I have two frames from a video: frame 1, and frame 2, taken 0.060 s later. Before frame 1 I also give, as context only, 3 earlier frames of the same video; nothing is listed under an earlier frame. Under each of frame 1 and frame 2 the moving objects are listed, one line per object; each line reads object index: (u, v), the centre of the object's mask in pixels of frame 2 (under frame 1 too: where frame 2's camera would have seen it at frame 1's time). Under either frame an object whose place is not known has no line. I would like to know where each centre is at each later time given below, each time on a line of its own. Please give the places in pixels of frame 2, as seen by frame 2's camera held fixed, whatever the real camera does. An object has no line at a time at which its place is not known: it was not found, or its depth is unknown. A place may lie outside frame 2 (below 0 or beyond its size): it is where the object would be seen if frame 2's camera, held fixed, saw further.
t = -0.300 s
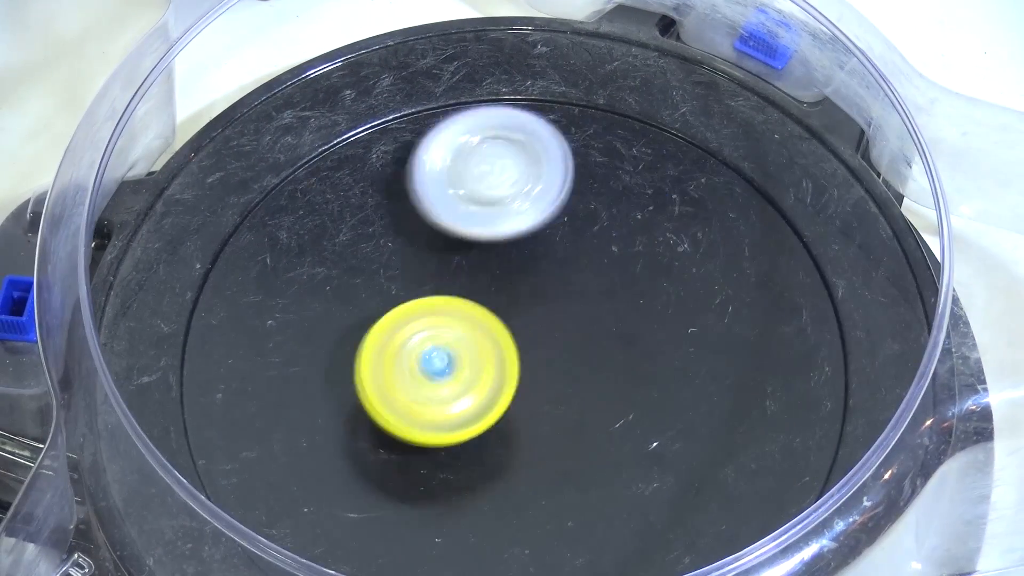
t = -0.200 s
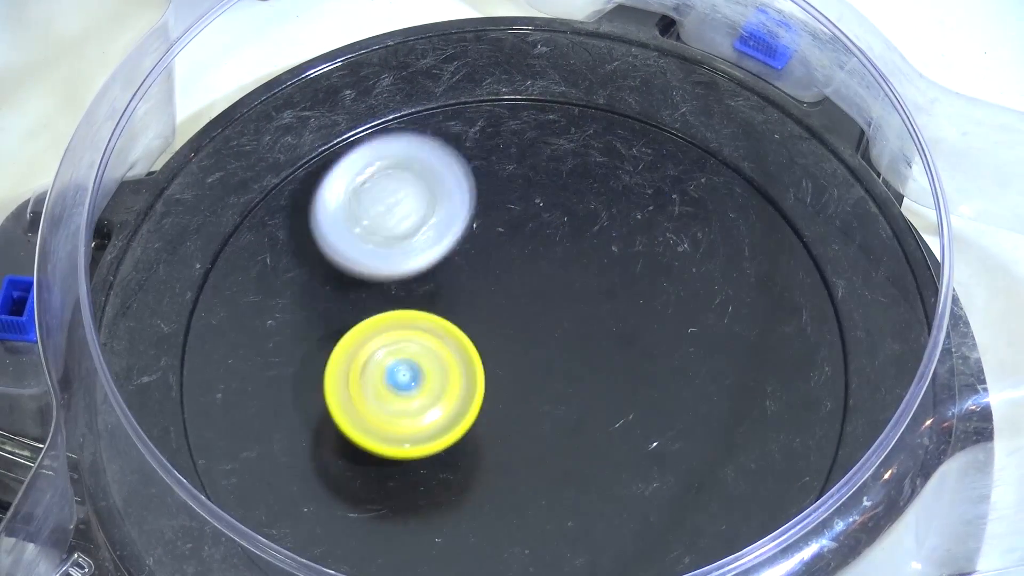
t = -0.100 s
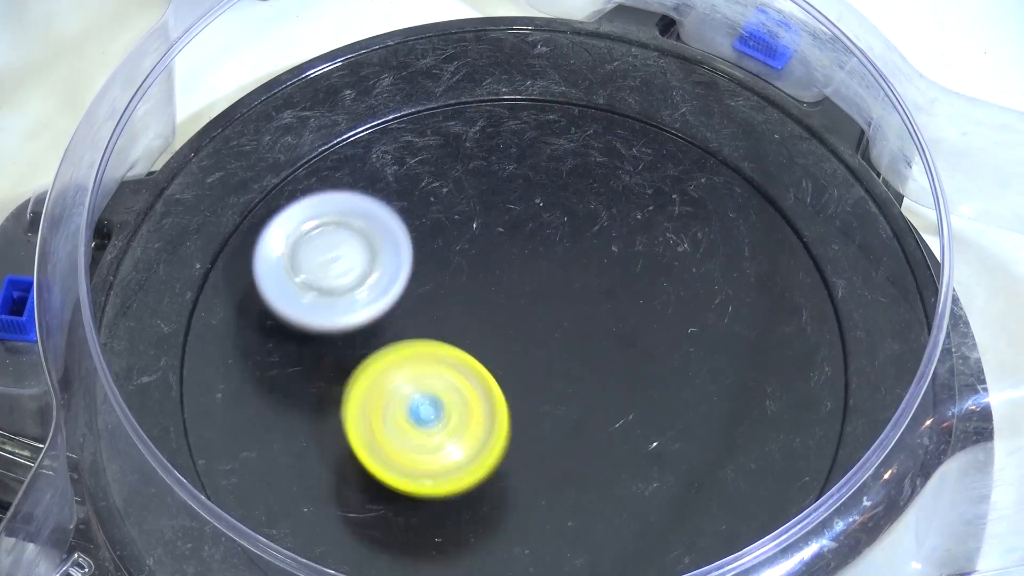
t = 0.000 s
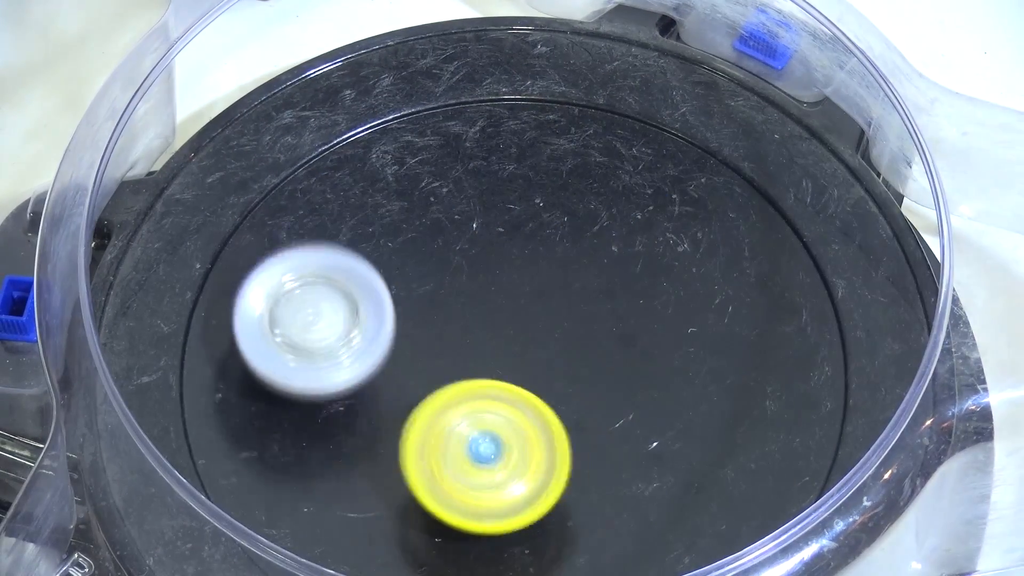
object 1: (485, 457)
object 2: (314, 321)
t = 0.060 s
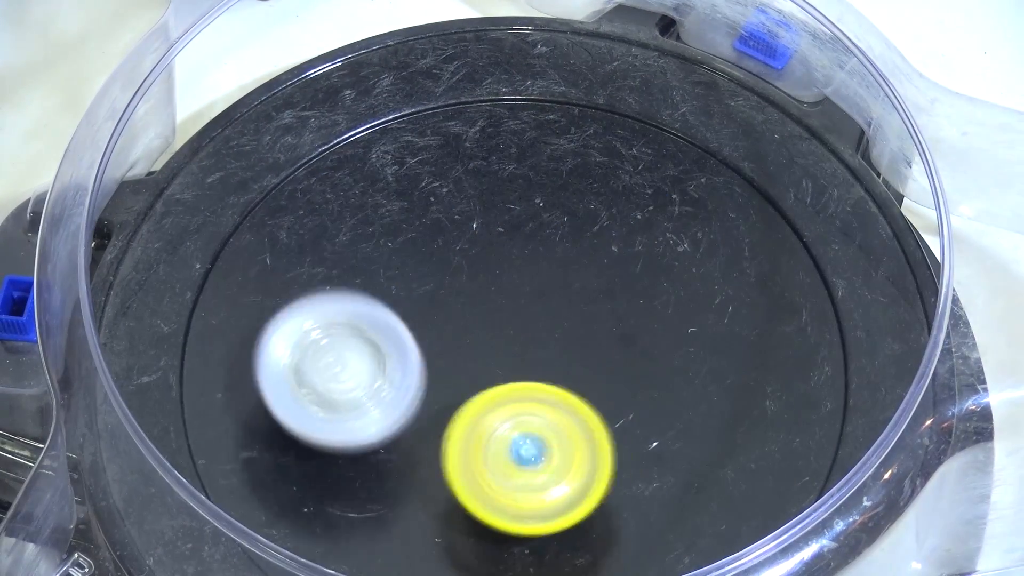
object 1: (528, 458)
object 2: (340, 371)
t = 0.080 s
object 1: (542, 458)
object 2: (356, 386)
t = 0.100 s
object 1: (554, 455)
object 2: (374, 403)
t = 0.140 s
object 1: (585, 445)
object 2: (416, 433)
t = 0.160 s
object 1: (607, 437)
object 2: (435, 446)
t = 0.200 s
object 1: (652, 422)
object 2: (463, 471)
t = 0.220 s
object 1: (671, 414)
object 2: (478, 479)
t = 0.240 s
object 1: (687, 406)
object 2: (493, 485)
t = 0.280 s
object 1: (705, 388)
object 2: (527, 490)
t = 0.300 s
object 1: (711, 378)
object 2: (542, 488)
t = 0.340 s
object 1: (715, 359)
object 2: (573, 482)
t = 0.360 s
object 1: (716, 349)
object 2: (588, 474)
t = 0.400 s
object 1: (713, 332)
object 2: (613, 451)
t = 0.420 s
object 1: (711, 324)
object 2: (622, 441)
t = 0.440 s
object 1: (711, 314)
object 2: (629, 424)
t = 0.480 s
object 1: (708, 290)
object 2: (629, 406)
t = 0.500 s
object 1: (706, 279)
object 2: (625, 401)
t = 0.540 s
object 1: (696, 262)
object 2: (614, 383)
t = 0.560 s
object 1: (688, 254)
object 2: (605, 374)
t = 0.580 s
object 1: (681, 249)
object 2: (595, 365)
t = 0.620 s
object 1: (668, 228)
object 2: (561, 355)
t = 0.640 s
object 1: (672, 205)
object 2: (533, 364)
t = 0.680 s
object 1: (674, 172)
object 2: (474, 384)
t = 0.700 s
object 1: (671, 159)
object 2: (447, 391)
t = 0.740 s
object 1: (662, 144)
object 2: (399, 405)
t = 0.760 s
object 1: (654, 142)
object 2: (378, 413)
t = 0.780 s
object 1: (645, 143)
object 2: (360, 421)
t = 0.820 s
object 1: (627, 147)
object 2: (332, 436)
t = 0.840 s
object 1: (617, 151)
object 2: (322, 442)
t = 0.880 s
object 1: (597, 160)
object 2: (310, 459)
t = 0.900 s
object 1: (587, 166)
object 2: (308, 467)
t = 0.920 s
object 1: (576, 172)
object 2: (309, 474)
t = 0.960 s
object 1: (559, 184)
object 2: (320, 486)
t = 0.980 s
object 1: (552, 190)
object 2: (330, 493)
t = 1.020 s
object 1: (537, 204)
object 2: (355, 504)
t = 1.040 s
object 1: (532, 210)
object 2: (371, 509)
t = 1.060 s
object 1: (527, 217)
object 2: (385, 511)
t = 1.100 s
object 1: (517, 230)
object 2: (421, 512)
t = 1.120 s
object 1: (513, 236)
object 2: (441, 509)
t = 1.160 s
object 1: (507, 249)
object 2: (480, 504)
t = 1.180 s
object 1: (504, 256)
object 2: (498, 497)
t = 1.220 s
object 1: (498, 267)
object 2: (534, 481)
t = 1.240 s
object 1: (496, 273)
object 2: (550, 471)
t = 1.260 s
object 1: (494, 279)
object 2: (564, 461)
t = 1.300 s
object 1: (489, 289)
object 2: (587, 436)
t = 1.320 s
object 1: (488, 294)
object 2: (595, 423)
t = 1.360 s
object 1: (485, 304)
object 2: (605, 397)
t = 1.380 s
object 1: (483, 308)
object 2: (608, 385)
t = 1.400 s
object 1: (477, 310)
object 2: (613, 373)
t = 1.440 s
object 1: (467, 312)
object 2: (620, 353)
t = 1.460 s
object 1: (463, 316)
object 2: (619, 344)
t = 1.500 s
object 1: (454, 327)
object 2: (613, 326)
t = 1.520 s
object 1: (445, 330)
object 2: (614, 318)
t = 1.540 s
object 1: (435, 335)
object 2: (614, 308)
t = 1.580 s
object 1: (419, 343)
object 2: (606, 290)
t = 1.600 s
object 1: (416, 347)
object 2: (600, 280)
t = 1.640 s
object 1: (415, 355)
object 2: (581, 264)
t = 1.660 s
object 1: (415, 360)
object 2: (569, 256)
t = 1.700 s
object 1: (417, 372)
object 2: (541, 244)
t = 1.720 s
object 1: (417, 377)
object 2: (524, 239)
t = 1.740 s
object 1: (418, 381)
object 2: (508, 236)
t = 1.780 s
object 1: (420, 387)
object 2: (471, 230)
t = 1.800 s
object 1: (422, 390)
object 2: (453, 230)
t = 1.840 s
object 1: (425, 395)
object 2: (420, 237)
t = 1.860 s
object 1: (427, 397)
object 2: (405, 243)
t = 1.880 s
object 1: (429, 399)
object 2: (394, 249)
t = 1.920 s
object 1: (434, 402)
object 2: (375, 264)
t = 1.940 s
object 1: (437, 403)
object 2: (370, 272)
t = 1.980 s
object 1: (442, 406)
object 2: (361, 289)
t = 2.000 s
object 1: (445, 408)
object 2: (359, 299)
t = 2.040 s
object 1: (466, 424)
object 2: (347, 308)
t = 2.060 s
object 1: (480, 435)
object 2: (341, 309)
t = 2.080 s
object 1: (492, 443)
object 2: (337, 311)
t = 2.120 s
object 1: (510, 452)
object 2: (334, 316)
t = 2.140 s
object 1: (517, 453)
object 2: (335, 320)
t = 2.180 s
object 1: (525, 452)
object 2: (340, 329)
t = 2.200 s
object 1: (528, 449)
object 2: (346, 335)
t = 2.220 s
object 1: (531, 446)
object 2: (351, 341)
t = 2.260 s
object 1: (534, 440)
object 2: (364, 355)
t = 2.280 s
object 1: (536, 436)
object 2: (373, 364)
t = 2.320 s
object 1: (547, 430)
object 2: (386, 374)
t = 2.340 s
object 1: (566, 429)
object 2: (380, 374)
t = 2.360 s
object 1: (586, 431)
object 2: (376, 374)
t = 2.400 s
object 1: (614, 431)
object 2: (369, 373)
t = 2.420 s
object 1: (624, 429)
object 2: (367, 373)
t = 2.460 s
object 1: (636, 422)
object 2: (369, 370)
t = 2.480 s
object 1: (638, 417)
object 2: (371, 369)
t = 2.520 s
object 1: (636, 403)
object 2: (377, 366)
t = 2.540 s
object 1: (633, 395)
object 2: (382, 365)
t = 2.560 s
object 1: (628, 387)
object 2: (386, 362)
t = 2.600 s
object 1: (616, 371)
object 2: (396, 355)
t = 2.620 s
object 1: (609, 364)
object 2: (403, 351)
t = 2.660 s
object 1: (596, 354)
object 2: (415, 342)
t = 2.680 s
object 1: (590, 350)
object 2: (422, 337)
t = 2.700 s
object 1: (587, 347)
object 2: (426, 330)
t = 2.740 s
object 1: (600, 346)
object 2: (416, 315)
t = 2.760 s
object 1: (604, 345)
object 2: (411, 309)
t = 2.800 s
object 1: (605, 343)
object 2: (404, 301)
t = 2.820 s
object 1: (604, 341)
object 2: (402, 300)
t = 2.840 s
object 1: (603, 339)
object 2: (399, 299)
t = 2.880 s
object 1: (600, 336)
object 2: (399, 299)
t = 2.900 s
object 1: (599, 335)
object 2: (398, 299)
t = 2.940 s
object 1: (596, 332)
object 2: (400, 298)
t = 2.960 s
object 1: (594, 331)
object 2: (401, 297)
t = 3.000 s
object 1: (591, 328)
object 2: (403, 294)
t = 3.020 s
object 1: (589, 327)
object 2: (405, 293)
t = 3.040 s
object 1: (587, 326)
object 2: (406, 291)
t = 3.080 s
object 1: (583, 325)
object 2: (410, 287)
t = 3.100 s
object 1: (581, 324)
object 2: (411, 285)
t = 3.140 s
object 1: (577, 324)
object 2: (415, 281)
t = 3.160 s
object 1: (575, 324)
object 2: (417, 279)
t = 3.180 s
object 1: (573, 323)
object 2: (419, 277)
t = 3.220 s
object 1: (575, 326)
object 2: (418, 271)
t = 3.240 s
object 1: (586, 330)
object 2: (410, 265)
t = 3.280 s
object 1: (598, 337)
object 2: (392, 255)
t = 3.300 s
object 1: (601, 339)
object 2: (384, 251)
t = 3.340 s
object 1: (602, 340)
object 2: (370, 249)
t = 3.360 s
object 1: (602, 340)
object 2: (364, 251)
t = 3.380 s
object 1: (602, 340)
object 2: (358, 255)
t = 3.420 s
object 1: (602, 340)
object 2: (352, 268)
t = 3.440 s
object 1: (602, 340)
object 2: (352, 276)
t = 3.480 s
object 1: (602, 340)
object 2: (362, 294)
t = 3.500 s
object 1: (602, 340)
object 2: (370, 302)
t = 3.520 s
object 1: (601, 340)
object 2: (383, 310)
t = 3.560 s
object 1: (601, 340)
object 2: (409, 322)
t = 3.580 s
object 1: (600, 340)
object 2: (427, 328)
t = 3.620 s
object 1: (610, 341)
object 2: (449, 332)
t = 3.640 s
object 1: (620, 341)
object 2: (454, 334)
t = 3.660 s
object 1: (627, 342)
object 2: (458, 337)
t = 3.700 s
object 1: (634, 343)
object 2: (469, 340)
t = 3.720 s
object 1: (635, 344)
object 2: (475, 340)
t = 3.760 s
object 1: (644, 345)
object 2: (476, 339)
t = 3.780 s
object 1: (645, 346)
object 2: (476, 338)
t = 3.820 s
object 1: (644, 347)
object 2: (479, 332)
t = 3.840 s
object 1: (641, 347)
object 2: (482, 328)
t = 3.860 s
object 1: (640, 348)
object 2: (483, 323)
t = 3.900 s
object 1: (642, 350)
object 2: (479, 310)
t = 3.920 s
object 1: (640, 352)
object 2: (477, 303)
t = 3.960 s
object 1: (634, 354)
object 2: (472, 290)
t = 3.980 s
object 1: (630, 354)
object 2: (468, 284)
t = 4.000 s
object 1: (626, 354)
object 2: (464, 280)
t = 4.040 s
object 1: (618, 355)
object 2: (454, 275)
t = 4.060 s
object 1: (613, 354)
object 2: (449, 275)
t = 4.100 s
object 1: (605, 355)
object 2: (441, 278)
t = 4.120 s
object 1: (600, 355)
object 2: (438, 282)
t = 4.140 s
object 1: (596, 354)
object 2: (436, 285)
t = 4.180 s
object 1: (589, 354)
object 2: (437, 293)
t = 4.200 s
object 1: (585, 353)
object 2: (438, 297)
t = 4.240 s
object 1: (582, 352)
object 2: (439, 302)
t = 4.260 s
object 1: (583, 354)
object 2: (436, 302)
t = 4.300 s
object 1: (580, 357)
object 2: (430, 302)
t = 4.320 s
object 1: (576, 358)
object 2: (430, 303)
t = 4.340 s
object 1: (576, 360)
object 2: (429, 303)
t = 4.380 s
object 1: (580, 368)
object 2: (418, 299)
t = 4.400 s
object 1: (580, 370)
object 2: (415, 297)
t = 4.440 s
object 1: (574, 373)
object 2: (409, 296)
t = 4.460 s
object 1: (570, 374)
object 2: (406, 297)
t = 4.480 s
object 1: (567, 373)
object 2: (403, 299)
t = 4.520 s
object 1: (559, 371)
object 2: (397, 302)
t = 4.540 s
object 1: (554, 370)
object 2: (395, 303)
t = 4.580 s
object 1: (546, 368)
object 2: (389, 308)
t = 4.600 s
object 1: (541, 366)
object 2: (386, 311)
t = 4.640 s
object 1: (534, 363)
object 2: (382, 318)
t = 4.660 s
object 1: (534, 362)
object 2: (378, 320)
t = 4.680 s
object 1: (533, 362)
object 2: (376, 322)
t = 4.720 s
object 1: (529, 361)
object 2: (372, 325)
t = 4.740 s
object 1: (529, 362)
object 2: (369, 326)
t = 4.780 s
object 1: (525, 363)
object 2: (369, 328)
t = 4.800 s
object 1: (527, 365)
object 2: (367, 328)
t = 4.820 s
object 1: (527, 366)
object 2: (366, 329)
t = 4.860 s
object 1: (527, 368)
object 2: (369, 330)
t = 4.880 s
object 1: (530, 370)
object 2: (369, 329)
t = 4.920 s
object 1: (534, 374)
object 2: (373, 330)
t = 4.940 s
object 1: (535, 375)
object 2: (377, 331)
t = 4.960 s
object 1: (537, 376)
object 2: (380, 331)
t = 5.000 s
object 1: (543, 378)
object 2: (385, 331)
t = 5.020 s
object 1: (544, 378)
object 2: (388, 332)
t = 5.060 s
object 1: (552, 377)
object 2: (393, 331)
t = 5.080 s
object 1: (554, 376)
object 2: (396, 332)
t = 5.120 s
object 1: (562, 373)
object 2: (401, 332)
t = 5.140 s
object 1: (569, 373)
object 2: (399, 331)
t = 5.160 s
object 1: (575, 373)
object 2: (398, 331)
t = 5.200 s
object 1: (583, 370)
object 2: (398, 332)
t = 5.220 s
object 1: (586, 369)
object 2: (399, 333)
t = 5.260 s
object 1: (592, 366)
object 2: (400, 335)
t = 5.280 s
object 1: (595, 365)
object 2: (402, 334)
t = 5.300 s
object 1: (597, 363)
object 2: (404, 332)
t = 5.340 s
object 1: (601, 361)
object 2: (412, 327)
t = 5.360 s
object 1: (603, 360)
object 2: (417, 322)
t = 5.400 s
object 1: (607, 358)
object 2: (428, 312)
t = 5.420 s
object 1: (608, 357)
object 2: (433, 307)
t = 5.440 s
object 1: (610, 356)
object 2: (439, 301)
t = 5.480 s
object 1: (612, 355)
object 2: (449, 289)
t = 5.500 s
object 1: (613, 354)
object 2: (453, 284)
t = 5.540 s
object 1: (614, 353)
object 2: (460, 273)
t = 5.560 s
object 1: (615, 353)
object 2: (464, 268)
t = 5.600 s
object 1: (615, 352)
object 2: (468, 258)
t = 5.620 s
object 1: (615, 352)
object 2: (470, 254)
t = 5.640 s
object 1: (615, 352)
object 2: (471, 250)
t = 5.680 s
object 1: (615, 352)
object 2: (471, 244)
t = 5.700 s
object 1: (615, 352)
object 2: (470, 242)
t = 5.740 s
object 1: (614, 351)
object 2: (467, 240)
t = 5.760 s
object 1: (612, 351)
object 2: (465, 241)
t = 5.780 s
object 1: (611, 351)
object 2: (463, 243)
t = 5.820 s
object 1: (609, 352)
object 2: (461, 251)
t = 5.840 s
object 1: (608, 351)
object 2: (461, 255)
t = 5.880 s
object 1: (605, 352)
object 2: (461, 266)
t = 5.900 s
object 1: (604, 353)
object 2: (462, 271)
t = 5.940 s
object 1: (602, 353)
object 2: (463, 283)
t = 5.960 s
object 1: (603, 355)
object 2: (462, 288)
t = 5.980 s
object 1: (603, 357)
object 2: (461, 291)
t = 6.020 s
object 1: (602, 358)
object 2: (459, 298)
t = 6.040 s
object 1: (604, 359)
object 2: (456, 299)
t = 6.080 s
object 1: (605, 363)
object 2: (452, 300)
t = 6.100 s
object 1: (603, 364)
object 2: (453, 301)
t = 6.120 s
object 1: (601, 364)
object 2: (455, 302)
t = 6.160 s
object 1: (598, 364)
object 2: (464, 305)
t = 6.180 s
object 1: (597, 366)
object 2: (467, 305)
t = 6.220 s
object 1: (584, 379)
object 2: (468, 295)
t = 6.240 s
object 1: (575, 383)
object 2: (467, 289)
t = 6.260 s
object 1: (564, 385)
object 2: (465, 285)
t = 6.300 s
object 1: (539, 387)
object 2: (460, 278)
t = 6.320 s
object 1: (527, 386)
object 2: (456, 276)
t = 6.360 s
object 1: (502, 386)
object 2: (448, 272)
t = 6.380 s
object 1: (489, 389)
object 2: (443, 266)
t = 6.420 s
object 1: (467, 394)
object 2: (434, 256)
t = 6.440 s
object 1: (456, 394)
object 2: (431, 252)
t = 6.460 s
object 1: (446, 392)
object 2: (427, 250)
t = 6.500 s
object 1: (428, 390)
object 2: (419, 248)
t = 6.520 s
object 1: (419, 388)
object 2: (415, 248)
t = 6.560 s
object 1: (404, 383)
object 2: (407, 250)
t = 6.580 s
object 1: (397, 380)
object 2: (403, 251)
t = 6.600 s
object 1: (392, 379)
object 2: (398, 254)
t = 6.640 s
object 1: (380, 384)
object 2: (394, 252)
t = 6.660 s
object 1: (375, 388)
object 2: (394, 249)
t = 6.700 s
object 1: (368, 388)
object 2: (398, 248)
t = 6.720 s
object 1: (366, 387)
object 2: (401, 249)
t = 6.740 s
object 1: (364, 386)
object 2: (404, 251)
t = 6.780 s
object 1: (362, 383)
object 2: (413, 258)
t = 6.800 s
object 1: (362, 382)
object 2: (418, 262)
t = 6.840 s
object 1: (361, 382)
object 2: (434, 268)
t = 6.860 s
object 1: (358, 382)
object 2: (447, 269)
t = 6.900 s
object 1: (358, 379)
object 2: (473, 271)
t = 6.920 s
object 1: (359, 377)
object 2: (484, 272)
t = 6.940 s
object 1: (361, 373)
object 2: (495, 272)
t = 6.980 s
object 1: (366, 367)
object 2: (518, 271)
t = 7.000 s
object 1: (370, 363)
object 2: (527, 269)
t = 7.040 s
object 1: (378, 356)
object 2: (547, 268)
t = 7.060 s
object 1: (383, 354)
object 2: (556, 266)
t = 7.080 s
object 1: (387, 350)
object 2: (564, 266)
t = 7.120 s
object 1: (397, 344)
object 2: (581, 263)
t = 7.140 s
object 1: (402, 340)
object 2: (588, 261)
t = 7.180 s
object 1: (414, 334)
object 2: (602, 258)
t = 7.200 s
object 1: (420, 331)
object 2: (607, 255)
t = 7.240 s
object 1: (434, 325)
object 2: (618, 253)
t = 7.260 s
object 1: (441, 322)
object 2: (622, 251)
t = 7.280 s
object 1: (449, 319)
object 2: (625, 250)
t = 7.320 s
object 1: (465, 314)
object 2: (631, 248)
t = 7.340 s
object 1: (473, 312)
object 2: (633, 248)
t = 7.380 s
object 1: (489, 308)
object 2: (637, 250)
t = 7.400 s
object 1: (495, 306)
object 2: (639, 249)
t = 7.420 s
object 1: (491, 306)
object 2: (650, 248)
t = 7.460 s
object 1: (486, 306)
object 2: (671, 247)
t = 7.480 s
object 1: (487, 305)
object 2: (678, 248)
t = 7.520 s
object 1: (493, 307)
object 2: (689, 250)
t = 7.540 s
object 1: (497, 307)
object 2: (692, 250)
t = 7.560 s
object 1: (502, 308)
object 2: (695, 253)
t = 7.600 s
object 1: (511, 311)
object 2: (697, 259)
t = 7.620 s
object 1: (515, 313)
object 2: (696, 261)
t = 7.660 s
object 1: (523, 316)
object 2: (692, 269)
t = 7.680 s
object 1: (527, 319)
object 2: (690, 274)
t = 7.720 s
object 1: (530, 324)
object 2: (685, 286)
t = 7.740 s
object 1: (521, 327)
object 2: (693, 292)
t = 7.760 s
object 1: (512, 329)
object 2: (702, 298)
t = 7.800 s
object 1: (501, 334)
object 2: (712, 307)
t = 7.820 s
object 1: (498, 337)
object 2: (716, 312)
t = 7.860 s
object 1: (497, 344)
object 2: (720, 324)
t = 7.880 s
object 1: (496, 348)
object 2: (721, 330)
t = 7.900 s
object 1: (495, 352)
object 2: (720, 336)
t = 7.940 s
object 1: (493, 359)
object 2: (716, 349)
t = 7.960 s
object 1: (492, 363)
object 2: (713, 355)
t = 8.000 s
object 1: (490, 370)
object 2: (702, 369)
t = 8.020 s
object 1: (489, 374)
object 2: (695, 376)
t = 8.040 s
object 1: (488, 377)
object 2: (688, 382)
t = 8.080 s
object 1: (485, 383)
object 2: (671, 396)
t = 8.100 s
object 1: (483, 386)
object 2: (660, 403)
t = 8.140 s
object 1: (480, 390)
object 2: (639, 414)
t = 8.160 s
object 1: (473, 390)
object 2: (633, 421)
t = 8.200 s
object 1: (450, 385)
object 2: (631, 437)
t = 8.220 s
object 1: (443, 384)
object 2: (629, 442)
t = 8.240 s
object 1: (437, 384)
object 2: (627, 447)
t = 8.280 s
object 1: (428, 385)
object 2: (621, 457)
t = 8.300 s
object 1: (424, 386)
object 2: (617, 461)
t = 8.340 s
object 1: (418, 387)
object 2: (608, 469)
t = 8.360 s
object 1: (414, 388)
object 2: (603, 472)
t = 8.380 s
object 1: (411, 388)
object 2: (598, 474)
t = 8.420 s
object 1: (404, 387)
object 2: (585, 478)
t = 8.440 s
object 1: (402, 386)
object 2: (578, 479)
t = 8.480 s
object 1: (398, 385)
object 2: (565, 481)
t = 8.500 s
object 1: (397, 385)
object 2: (558, 480)
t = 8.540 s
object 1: (395, 383)
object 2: (543, 478)
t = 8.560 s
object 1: (394, 382)
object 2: (535, 477)
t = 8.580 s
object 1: (393, 381)
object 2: (527, 476)
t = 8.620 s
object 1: (394, 378)
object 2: (512, 470)
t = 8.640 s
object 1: (394, 376)
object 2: (506, 468)
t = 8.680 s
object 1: (390, 365)
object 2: (498, 468)
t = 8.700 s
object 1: (391, 361)
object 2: (495, 467)
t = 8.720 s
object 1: (393, 357)
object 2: (492, 465)
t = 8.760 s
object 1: (397, 352)
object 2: (485, 463)
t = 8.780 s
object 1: (399, 350)
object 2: (481, 461)
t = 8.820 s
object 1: (402, 343)
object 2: (473, 459)
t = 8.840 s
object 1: (405, 339)
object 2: (469, 458)
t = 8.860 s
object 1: (408, 337)
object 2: (466, 457)
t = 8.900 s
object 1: (414, 333)
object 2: (460, 454)
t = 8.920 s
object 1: (418, 331)
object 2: (458, 452)
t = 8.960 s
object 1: (425, 325)
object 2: (453, 448)
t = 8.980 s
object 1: (429, 322)
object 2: (450, 446)
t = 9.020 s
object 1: (438, 319)
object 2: (445, 442)
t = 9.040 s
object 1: (443, 316)
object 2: (444, 440)
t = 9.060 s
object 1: (448, 315)
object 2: (442, 439)
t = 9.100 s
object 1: (458, 315)
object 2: (441, 433)
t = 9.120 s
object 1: (464, 314)
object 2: (439, 430)
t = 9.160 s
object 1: (476, 314)
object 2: (436, 427)
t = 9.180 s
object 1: (483, 315)
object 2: (434, 425)
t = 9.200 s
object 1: (490, 317)
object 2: (431, 423)
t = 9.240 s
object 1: (503, 323)
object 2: (427, 421)
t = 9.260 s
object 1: (510, 326)
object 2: (425, 418)
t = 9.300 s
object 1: (523, 334)
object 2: (420, 416)
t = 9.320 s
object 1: (529, 337)
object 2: (419, 414)
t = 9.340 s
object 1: (533, 341)
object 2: (418, 412)
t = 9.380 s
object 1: (542, 350)
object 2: (417, 406)
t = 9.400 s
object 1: (546, 355)
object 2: (417, 403)
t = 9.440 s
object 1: (552, 365)
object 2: (415, 395)
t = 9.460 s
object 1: (554, 368)
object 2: (413, 391)
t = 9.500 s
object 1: (557, 377)
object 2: (413, 384)
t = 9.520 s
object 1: (557, 382)
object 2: (413, 379)
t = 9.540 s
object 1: (557, 387)
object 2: (412, 376)
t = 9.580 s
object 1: (555, 395)
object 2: (410, 365)
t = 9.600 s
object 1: (554, 398)
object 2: (409, 360)
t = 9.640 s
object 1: (551, 405)
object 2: (410, 351)
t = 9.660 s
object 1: (548, 408)
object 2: (411, 347)
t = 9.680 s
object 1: (547, 410)
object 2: (412, 343)
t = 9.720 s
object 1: (542, 415)
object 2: (416, 334)
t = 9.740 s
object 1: (539, 416)
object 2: (418, 330)
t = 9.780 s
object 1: (533, 419)
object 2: (424, 321)
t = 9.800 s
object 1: (530, 421)
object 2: (426, 319)
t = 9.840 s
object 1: (524, 422)
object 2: (433, 311)
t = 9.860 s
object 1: (521, 422)
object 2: (436, 307)
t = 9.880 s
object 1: (517, 422)
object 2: (440, 303)
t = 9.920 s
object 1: (510, 421)
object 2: (447, 294)
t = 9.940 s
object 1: (507, 420)
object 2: (451, 290)
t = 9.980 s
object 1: (500, 417)
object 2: (458, 283)
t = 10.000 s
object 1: (496, 415)
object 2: (463, 280)
